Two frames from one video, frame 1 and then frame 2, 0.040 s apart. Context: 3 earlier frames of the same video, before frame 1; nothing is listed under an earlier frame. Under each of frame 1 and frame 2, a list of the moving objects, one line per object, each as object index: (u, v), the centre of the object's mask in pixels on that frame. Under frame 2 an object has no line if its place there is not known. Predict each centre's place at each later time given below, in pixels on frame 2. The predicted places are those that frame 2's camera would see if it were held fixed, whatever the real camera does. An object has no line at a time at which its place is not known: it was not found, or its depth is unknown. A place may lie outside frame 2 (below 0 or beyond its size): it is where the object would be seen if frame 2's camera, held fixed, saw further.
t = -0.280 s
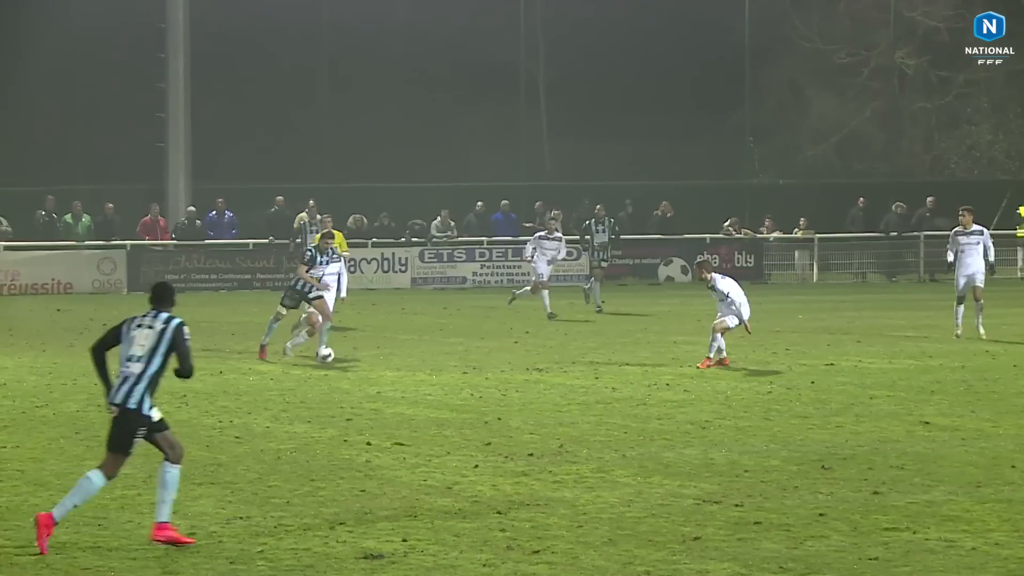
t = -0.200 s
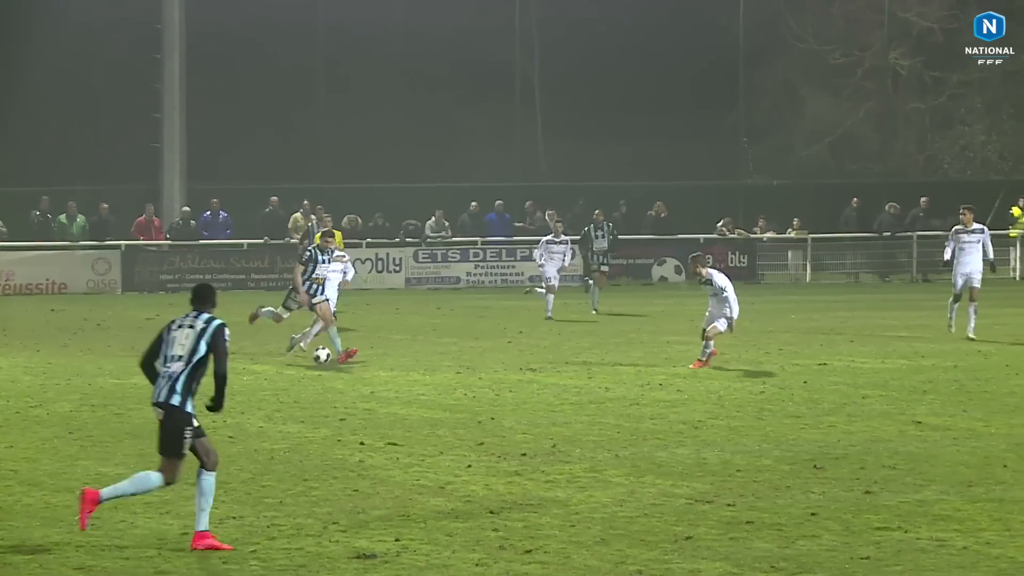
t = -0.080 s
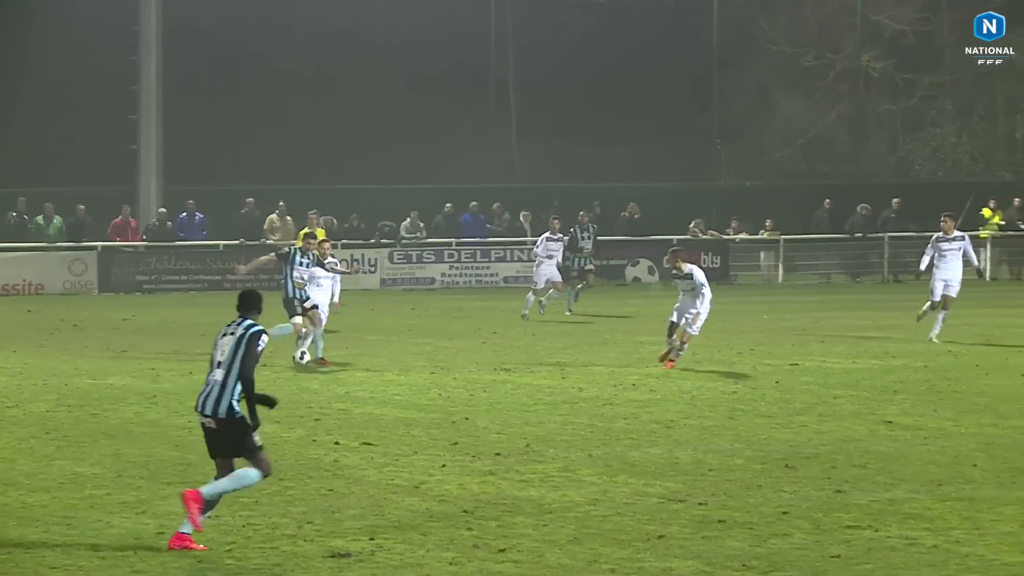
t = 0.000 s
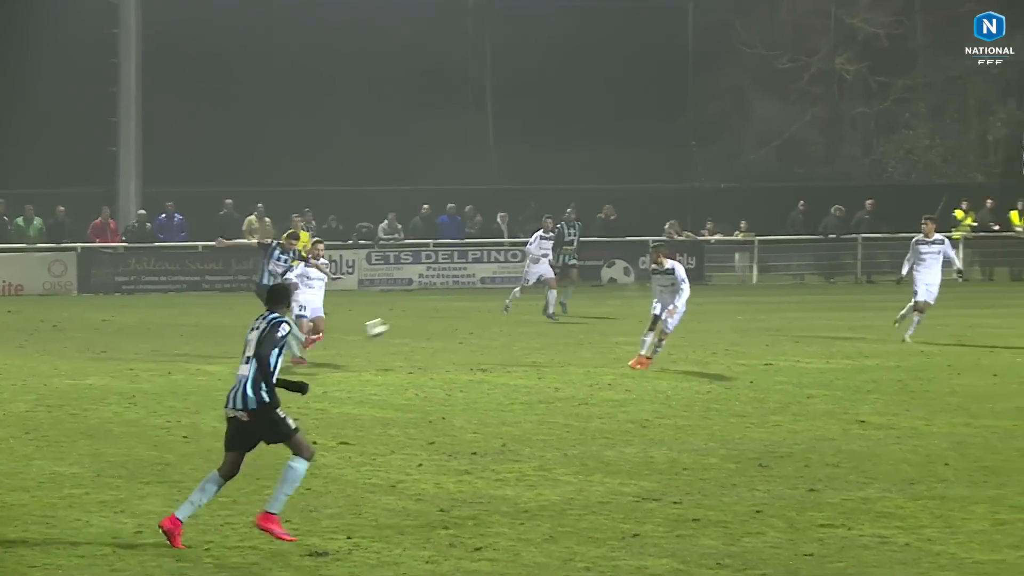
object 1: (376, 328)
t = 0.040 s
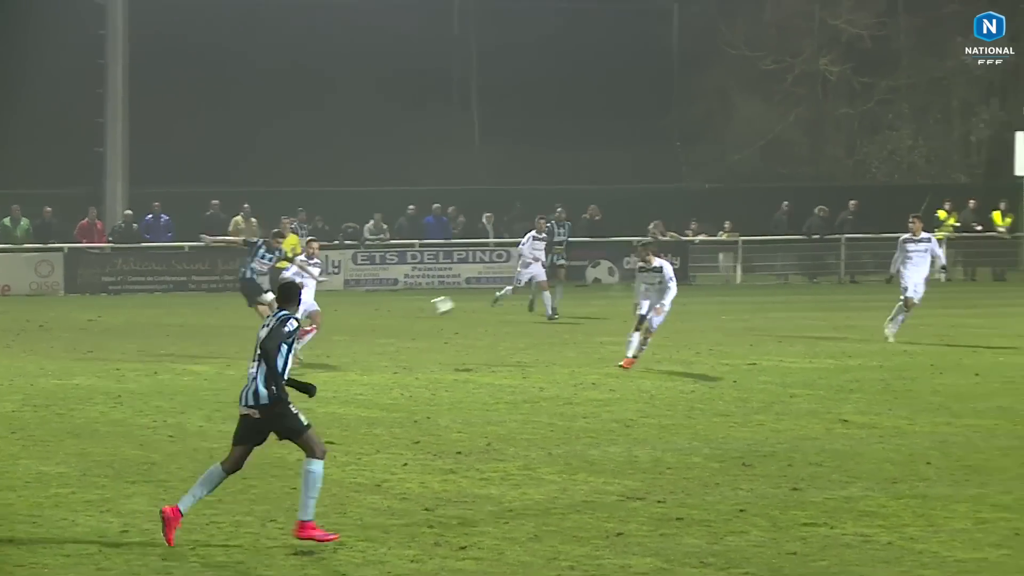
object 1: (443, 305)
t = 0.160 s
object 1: (679, 251)
